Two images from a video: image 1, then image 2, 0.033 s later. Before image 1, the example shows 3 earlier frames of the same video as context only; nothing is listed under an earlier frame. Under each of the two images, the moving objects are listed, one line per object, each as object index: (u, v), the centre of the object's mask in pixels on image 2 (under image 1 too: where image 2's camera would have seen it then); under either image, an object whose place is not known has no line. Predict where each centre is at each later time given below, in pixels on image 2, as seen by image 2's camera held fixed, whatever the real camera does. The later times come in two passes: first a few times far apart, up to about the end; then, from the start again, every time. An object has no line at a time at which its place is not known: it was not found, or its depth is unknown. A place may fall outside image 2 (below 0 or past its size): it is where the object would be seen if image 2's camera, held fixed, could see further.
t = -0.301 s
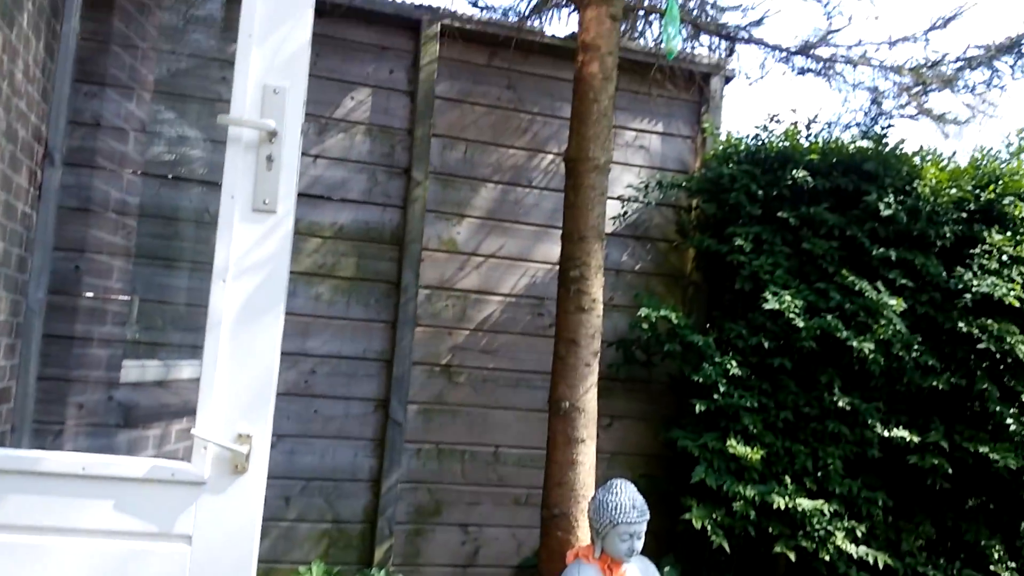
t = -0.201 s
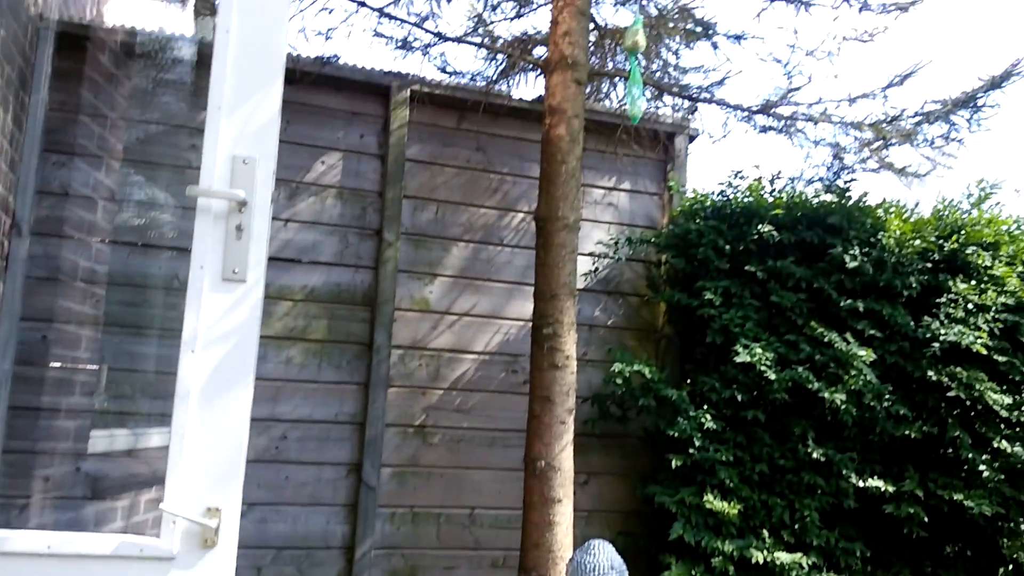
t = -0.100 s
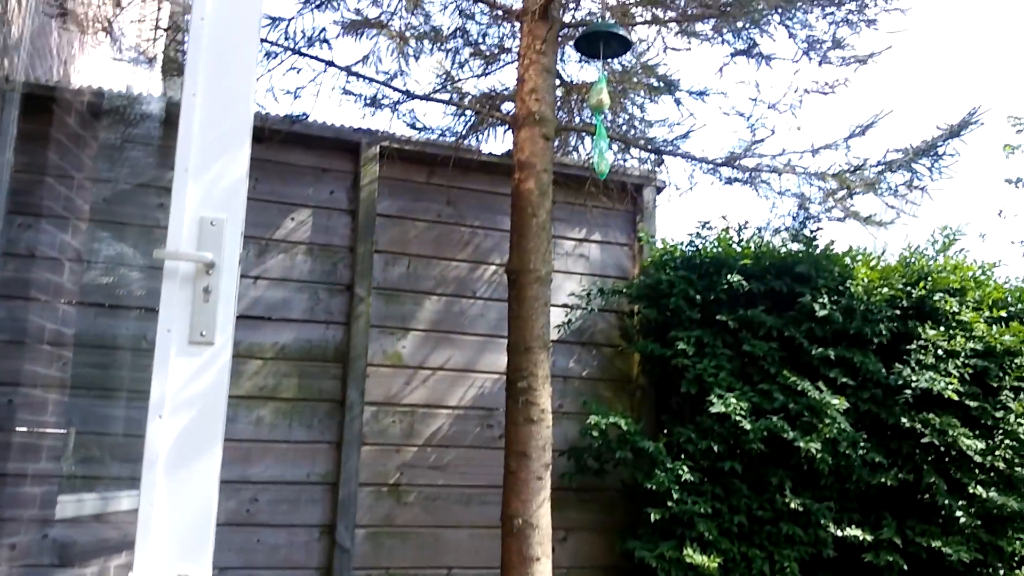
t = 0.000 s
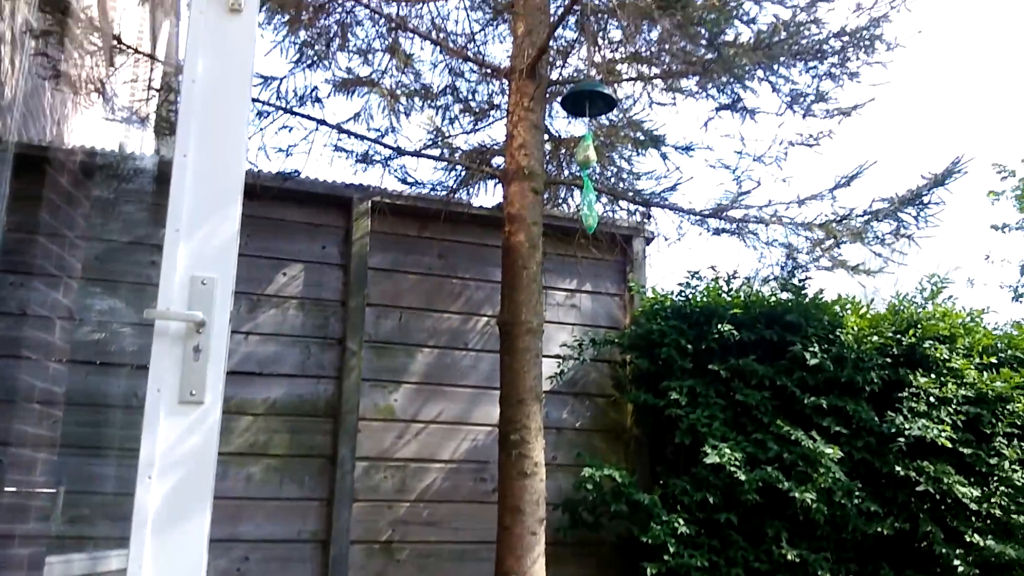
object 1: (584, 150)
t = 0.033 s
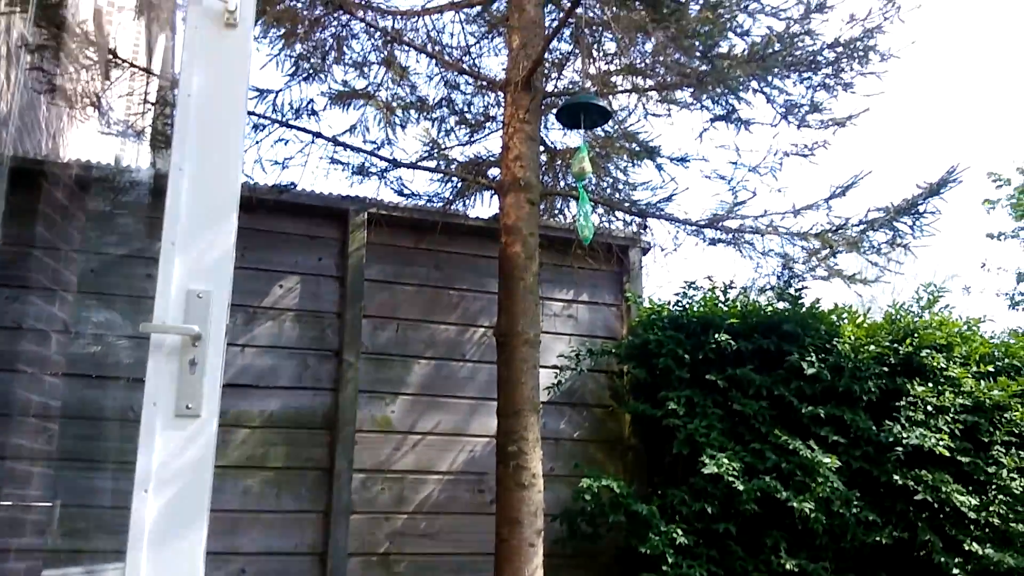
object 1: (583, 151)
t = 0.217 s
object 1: (582, 154)
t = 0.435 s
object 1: (579, 157)
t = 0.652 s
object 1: (578, 160)
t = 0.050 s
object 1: (583, 153)
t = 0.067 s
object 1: (583, 152)
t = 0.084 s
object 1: (583, 152)
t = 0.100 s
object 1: (583, 153)
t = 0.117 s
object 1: (583, 154)
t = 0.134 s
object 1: (582, 154)
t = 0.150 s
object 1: (582, 154)
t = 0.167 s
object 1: (582, 154)
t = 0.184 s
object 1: (582, 154)
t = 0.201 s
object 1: (582, 154)
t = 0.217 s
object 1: (582, 154)
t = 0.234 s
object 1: (582, 154)
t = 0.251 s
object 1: (581, 155)
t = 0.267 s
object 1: (581, 154)
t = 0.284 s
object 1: (581, 154)
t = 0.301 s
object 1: (580, 154)
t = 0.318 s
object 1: (580, 155)
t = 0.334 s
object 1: (580, 155)
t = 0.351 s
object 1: (580, 155)
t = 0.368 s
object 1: (580, 156)
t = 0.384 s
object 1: (579, 156)
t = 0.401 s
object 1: (579, 157)
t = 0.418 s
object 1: (579, 157)
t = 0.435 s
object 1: (579, 157)
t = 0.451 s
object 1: (579, 157)
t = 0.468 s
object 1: (579, 157)
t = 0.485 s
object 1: (579, 157)
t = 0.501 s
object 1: (578, 158)
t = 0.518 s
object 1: (578, 157)
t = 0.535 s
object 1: (578, 157)
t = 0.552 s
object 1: (578, 158)
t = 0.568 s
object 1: (578, 158)
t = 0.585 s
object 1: (578, 159)
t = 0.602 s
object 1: (578, 159)
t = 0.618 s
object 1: (578, 159)
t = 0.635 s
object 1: (578, 159)
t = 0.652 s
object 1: (578, 160)
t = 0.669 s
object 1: (578, 160)
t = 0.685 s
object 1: (578, 160)
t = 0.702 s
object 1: (578, 160)
